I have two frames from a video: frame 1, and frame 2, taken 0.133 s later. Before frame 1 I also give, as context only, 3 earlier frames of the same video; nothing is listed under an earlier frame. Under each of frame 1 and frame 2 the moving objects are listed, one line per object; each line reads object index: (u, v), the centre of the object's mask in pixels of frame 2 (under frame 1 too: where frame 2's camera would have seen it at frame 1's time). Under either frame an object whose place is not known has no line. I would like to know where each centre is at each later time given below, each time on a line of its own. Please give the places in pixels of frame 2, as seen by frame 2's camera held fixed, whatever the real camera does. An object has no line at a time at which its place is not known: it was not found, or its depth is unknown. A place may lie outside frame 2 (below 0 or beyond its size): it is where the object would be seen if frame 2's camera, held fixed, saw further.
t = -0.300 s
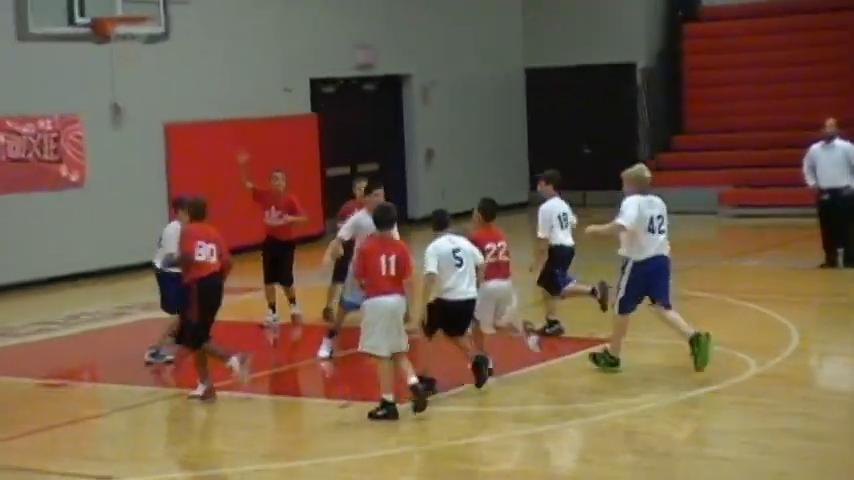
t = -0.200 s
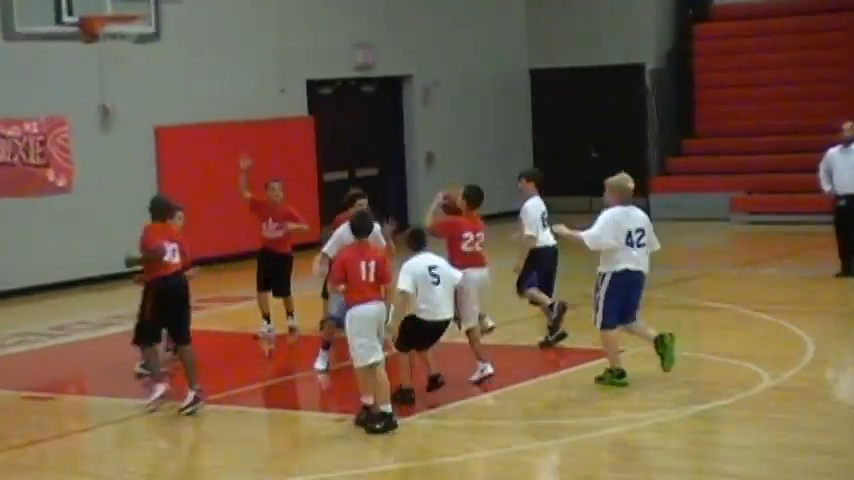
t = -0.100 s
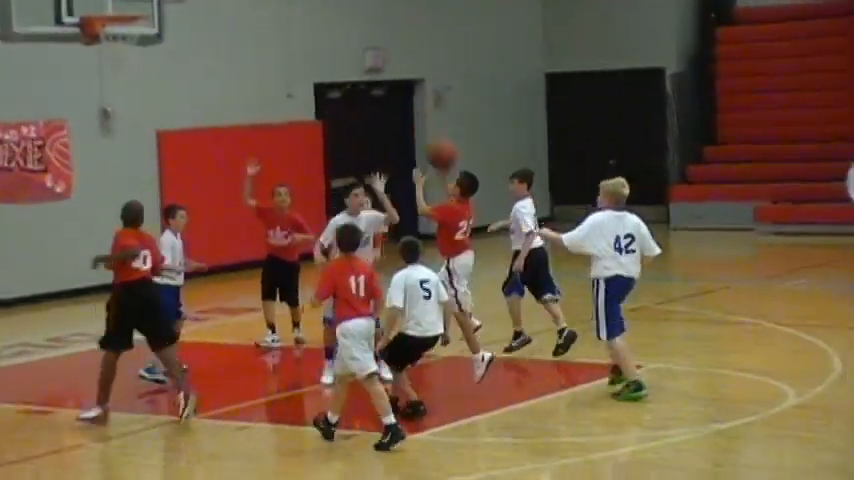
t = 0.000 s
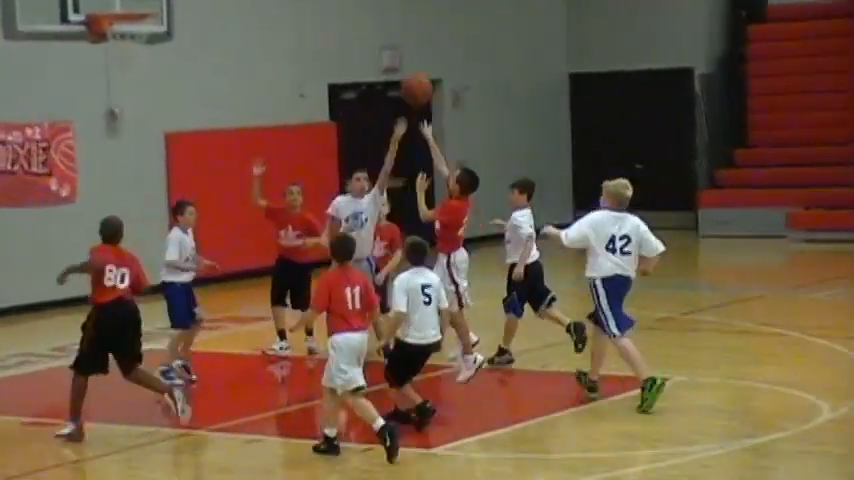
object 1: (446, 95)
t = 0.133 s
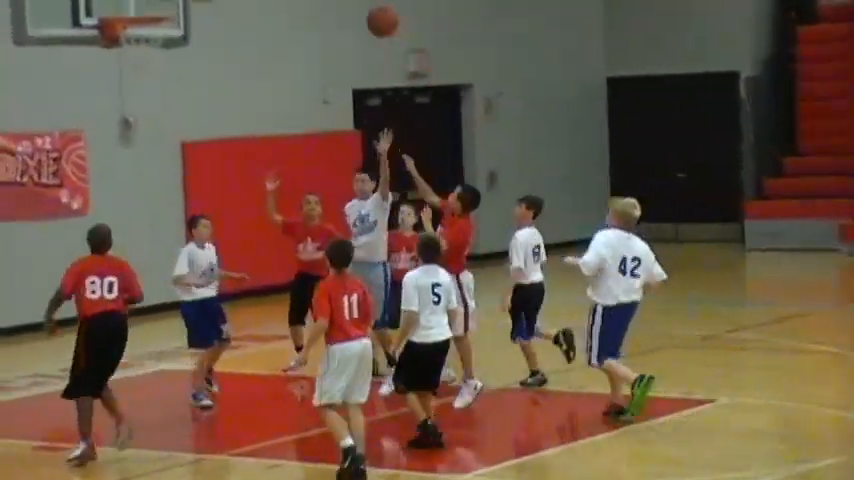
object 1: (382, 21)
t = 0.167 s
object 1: (367, 9)
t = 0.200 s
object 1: (351, 0)
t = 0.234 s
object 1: (337, -5)
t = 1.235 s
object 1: (202, 29)
